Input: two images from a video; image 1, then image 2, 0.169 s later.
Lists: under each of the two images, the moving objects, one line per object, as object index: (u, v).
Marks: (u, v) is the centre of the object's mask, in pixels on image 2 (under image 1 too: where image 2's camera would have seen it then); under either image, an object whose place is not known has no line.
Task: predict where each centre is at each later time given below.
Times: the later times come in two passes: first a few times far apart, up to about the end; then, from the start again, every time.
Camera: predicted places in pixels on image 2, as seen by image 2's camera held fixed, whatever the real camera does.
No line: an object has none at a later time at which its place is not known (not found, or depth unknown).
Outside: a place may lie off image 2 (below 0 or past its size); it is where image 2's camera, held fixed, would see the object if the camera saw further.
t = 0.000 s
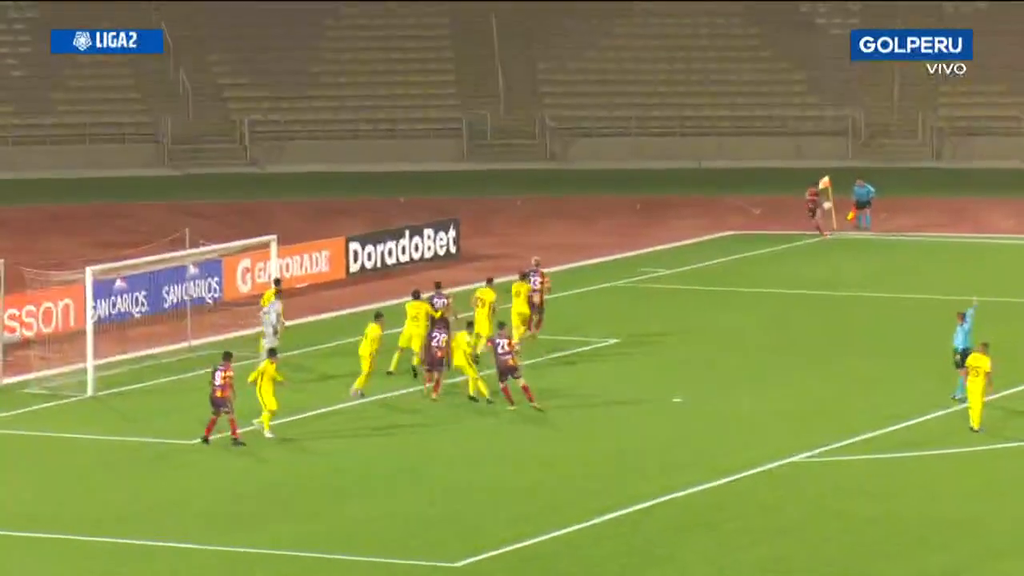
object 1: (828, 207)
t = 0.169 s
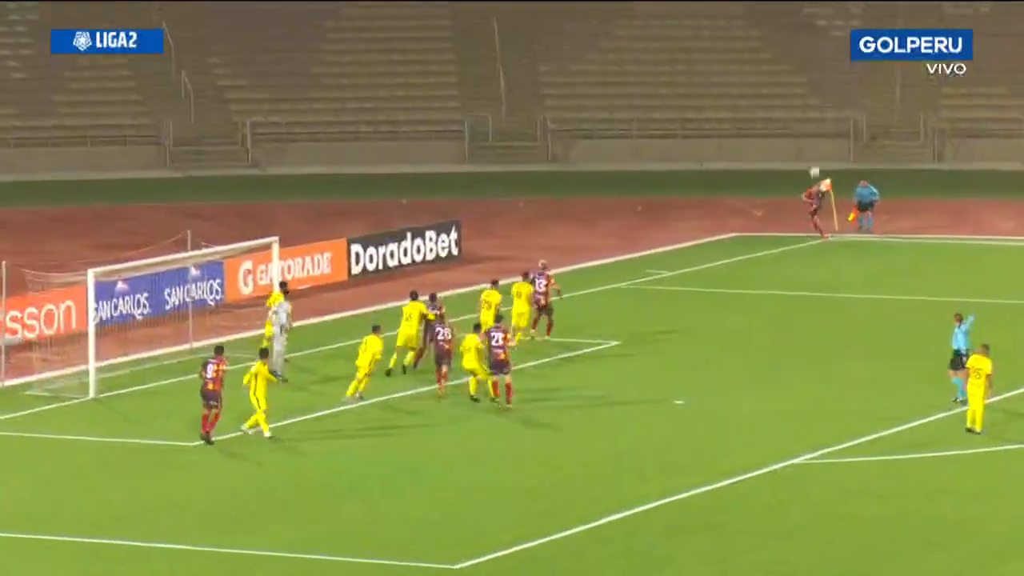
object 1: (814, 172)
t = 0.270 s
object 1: (801, 154)
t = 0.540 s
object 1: (756, 122)
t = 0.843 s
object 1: (686, 115)
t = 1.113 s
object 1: (608, 137)
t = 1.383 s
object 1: (519, 188)
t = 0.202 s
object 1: (809, 165)
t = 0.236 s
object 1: (805, 160)
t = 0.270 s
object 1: (801, 154)
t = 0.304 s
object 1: (796, 149)
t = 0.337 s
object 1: (792, 144)
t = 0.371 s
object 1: (786, 140)
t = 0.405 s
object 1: (781, 136)
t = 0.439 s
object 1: (775, 132)
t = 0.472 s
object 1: (768, 128)
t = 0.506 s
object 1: (762, 125)
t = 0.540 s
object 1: (756, 122)
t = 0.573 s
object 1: (749, 120)
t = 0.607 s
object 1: (742, 118)
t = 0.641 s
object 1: (735, 117)
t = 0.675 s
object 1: (727, 115)
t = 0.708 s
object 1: (719, 114)
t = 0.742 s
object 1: (711, 114)
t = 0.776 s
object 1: (702, 114)
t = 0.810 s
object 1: (694, 114)
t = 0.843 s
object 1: (686, 115)
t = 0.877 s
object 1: (677, 116)
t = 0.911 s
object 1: (667, 118)
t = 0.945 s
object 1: (658, 119)
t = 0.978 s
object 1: (648, 122)
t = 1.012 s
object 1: (639, 126)
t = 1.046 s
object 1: (629, 130)
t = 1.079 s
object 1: (619, 133)
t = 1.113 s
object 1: (608, 137)
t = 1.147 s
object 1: (598, 142)
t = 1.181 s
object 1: (587, 148)
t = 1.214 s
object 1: (576, 153)
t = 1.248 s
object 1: (566, 159)
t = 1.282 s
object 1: (554, 166)
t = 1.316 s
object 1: (542, 173)
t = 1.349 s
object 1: (531, 180)
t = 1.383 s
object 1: (519, 188)
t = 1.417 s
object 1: (507, 197)
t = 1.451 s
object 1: (495, 206)
